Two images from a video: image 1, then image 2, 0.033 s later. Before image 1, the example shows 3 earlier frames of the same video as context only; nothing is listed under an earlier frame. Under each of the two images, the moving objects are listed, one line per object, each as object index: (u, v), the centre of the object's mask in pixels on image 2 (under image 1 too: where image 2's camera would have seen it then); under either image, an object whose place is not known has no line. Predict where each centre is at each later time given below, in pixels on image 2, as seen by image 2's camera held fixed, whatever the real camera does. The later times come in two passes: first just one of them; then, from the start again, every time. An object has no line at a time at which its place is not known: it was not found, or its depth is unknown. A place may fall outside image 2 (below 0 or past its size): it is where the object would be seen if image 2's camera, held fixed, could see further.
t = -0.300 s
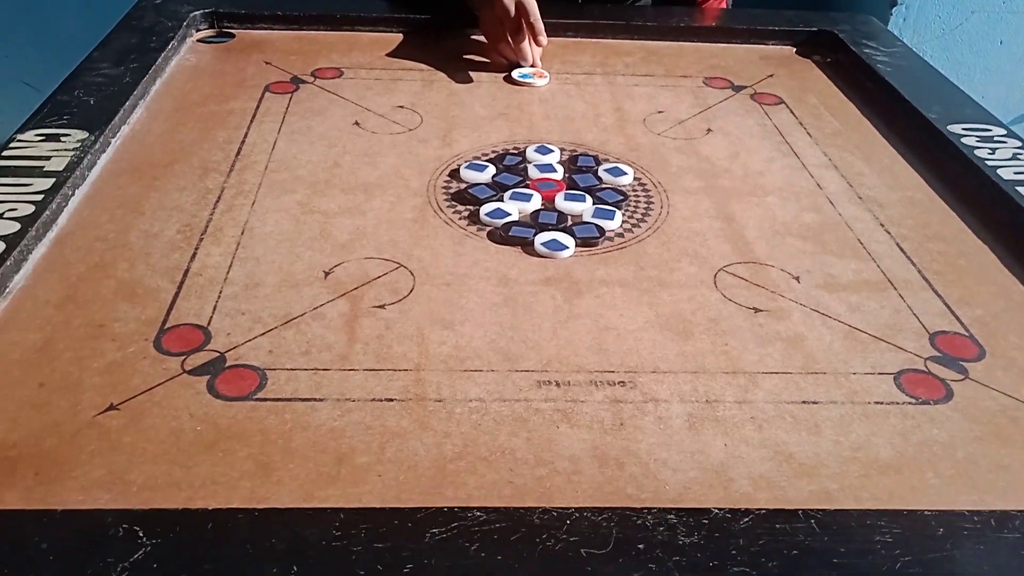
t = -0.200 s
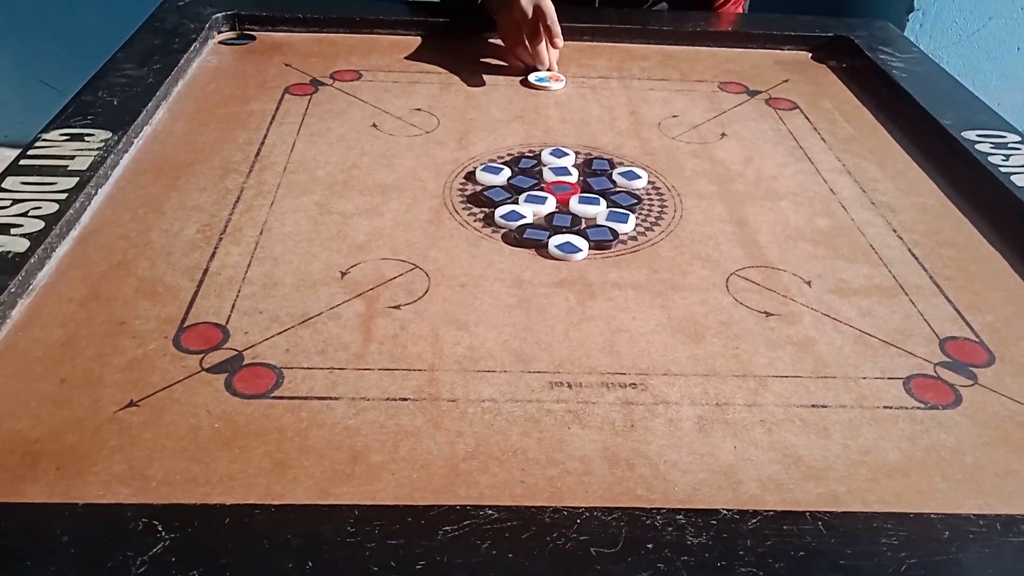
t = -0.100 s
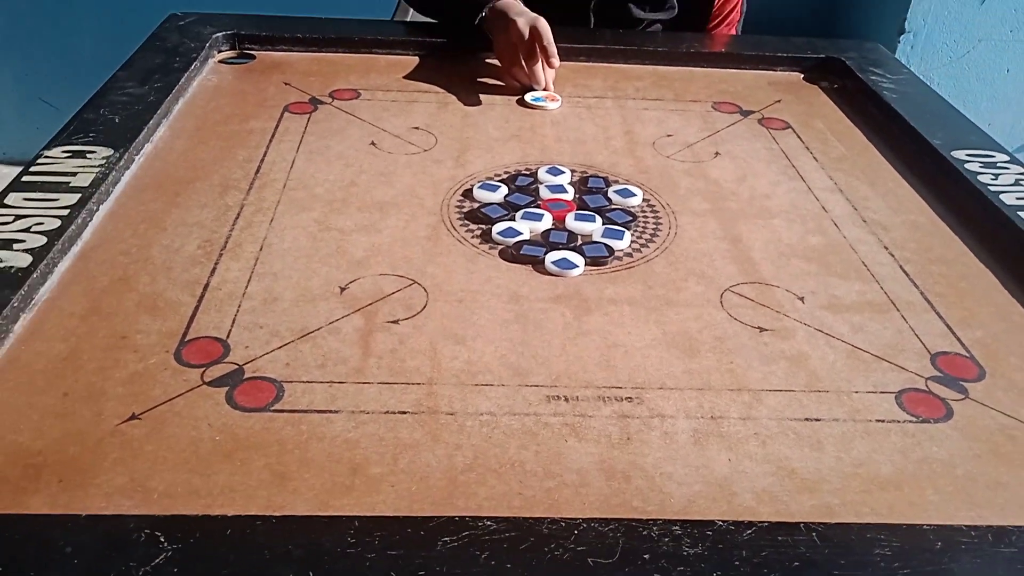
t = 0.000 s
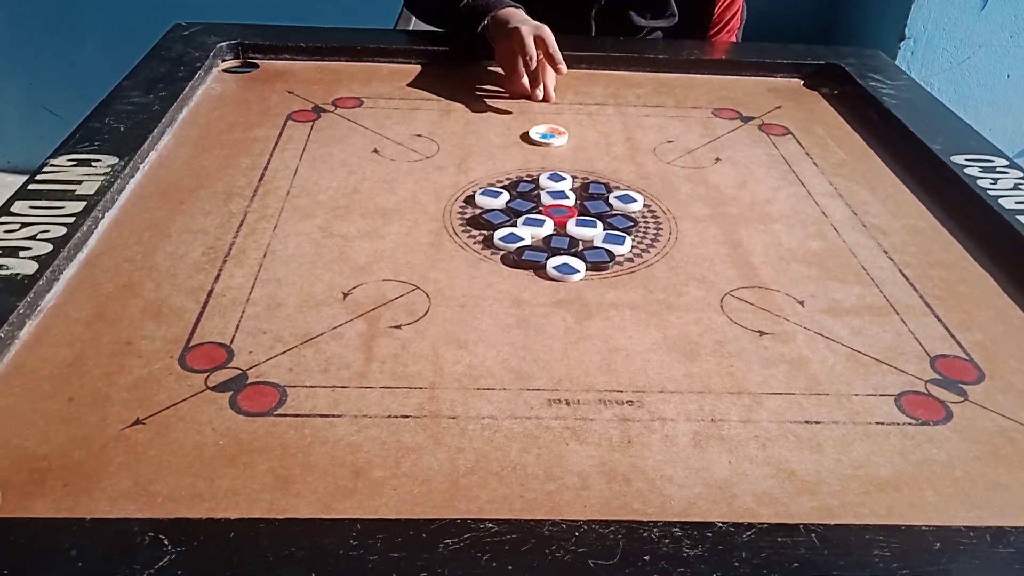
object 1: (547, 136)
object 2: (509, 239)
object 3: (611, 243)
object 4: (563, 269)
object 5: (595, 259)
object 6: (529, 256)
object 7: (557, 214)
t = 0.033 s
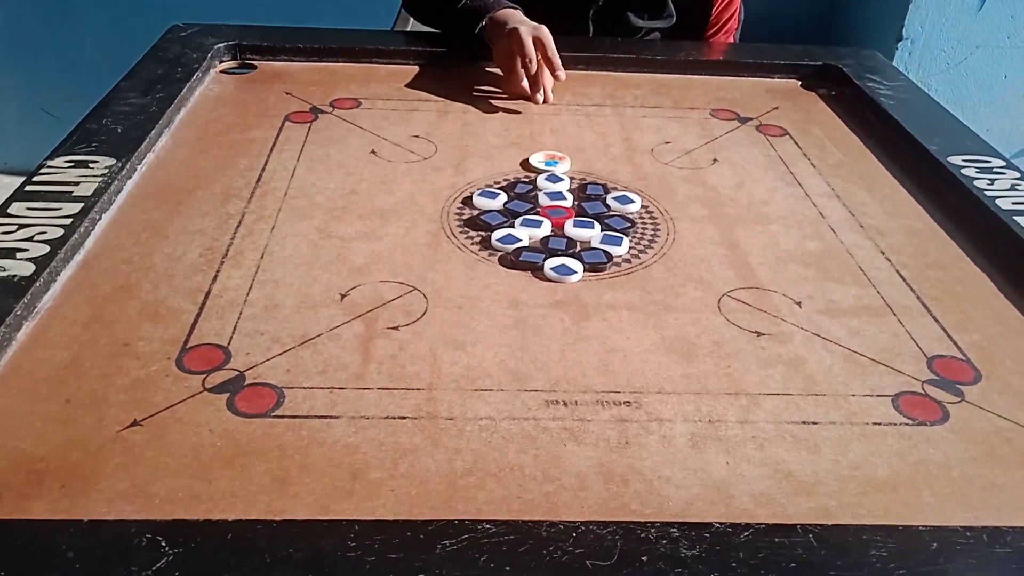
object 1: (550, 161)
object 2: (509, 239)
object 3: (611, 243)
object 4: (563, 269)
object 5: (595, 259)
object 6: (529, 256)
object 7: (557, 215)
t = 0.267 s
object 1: (539, 168)
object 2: (274, 302)
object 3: (900, 339)
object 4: (586, 297)
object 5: (605, 277)
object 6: (512, 271)
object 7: (556, 232)
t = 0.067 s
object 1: (548, 165)
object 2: (482, 248)
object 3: (646, 256)
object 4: (566, 274)
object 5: (596, 261)
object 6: (526, 258)
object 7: (557, 214)
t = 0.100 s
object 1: (546, 166)
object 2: (449, 257)
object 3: (687, 269)
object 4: (570, 278)
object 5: (598, 263)
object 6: (524, 260)
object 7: (557, 220)
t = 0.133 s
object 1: (544, 167)
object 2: (416, 266)
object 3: (727, 282)
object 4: (574, 283)
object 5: (599, 265)
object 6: (521, 263)
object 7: (557, 224)
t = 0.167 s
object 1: (542, 167)
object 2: (381, 275)
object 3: (769, 296)
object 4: (577, 287)
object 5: (600, 268)
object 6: (518, 266)
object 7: (557, 227)
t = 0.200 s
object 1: (541, 168)
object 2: (346, 284)
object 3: (812, 310)
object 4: (580, 291)
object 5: (602, 271)
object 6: (516, 268)
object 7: (556, 229)
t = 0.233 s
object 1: (540, 168)
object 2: (310, 293)
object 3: (856, 324)
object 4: (583, 294)
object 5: (603, 274)
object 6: (514, 269)
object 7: (556, 231)
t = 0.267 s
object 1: (539, 168)
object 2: (274, 302)
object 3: (900, 339)
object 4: (586, 297)
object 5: (605, 277)
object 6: (512, 271)
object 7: (556, 232)
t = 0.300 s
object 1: (538, 168)
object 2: (237, 311)
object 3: (947, 353)
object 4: (588, 300)
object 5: (607, 280)
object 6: (510, 273)
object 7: (556, 233)
